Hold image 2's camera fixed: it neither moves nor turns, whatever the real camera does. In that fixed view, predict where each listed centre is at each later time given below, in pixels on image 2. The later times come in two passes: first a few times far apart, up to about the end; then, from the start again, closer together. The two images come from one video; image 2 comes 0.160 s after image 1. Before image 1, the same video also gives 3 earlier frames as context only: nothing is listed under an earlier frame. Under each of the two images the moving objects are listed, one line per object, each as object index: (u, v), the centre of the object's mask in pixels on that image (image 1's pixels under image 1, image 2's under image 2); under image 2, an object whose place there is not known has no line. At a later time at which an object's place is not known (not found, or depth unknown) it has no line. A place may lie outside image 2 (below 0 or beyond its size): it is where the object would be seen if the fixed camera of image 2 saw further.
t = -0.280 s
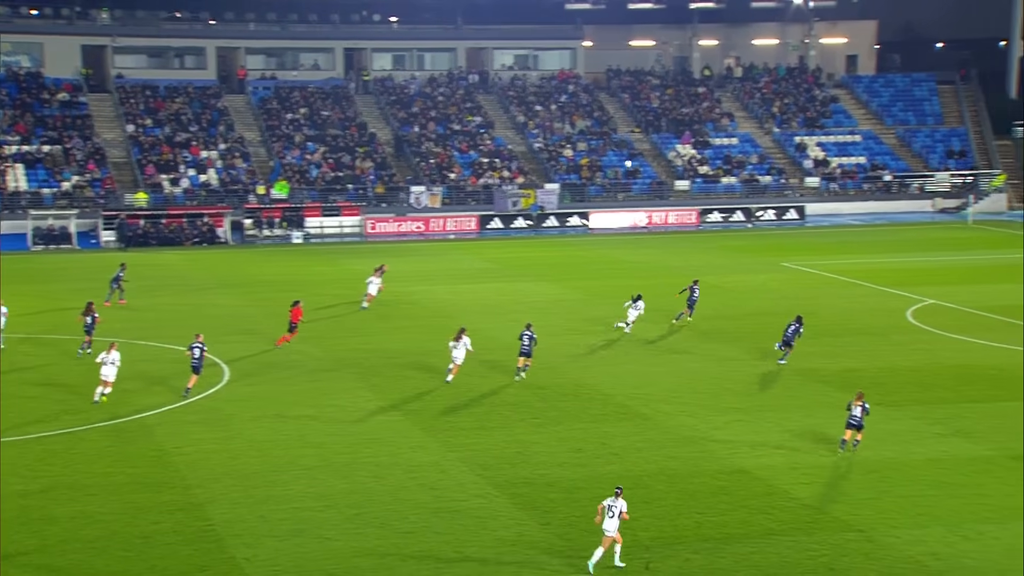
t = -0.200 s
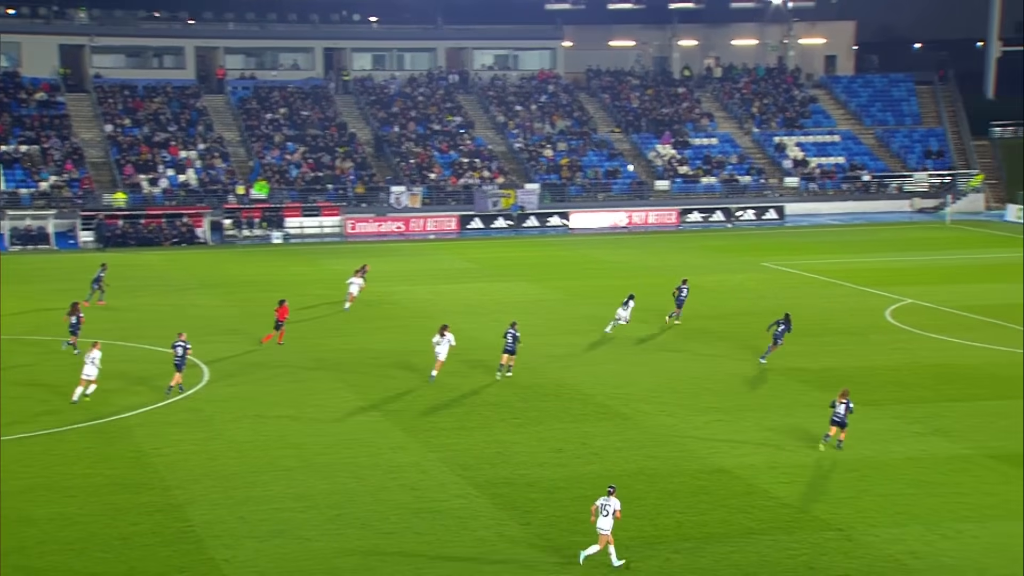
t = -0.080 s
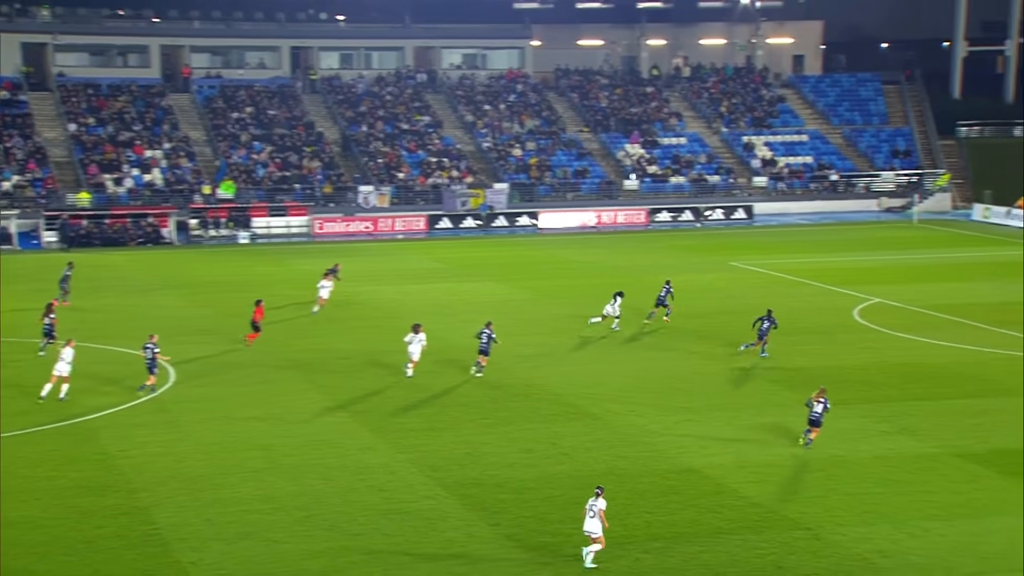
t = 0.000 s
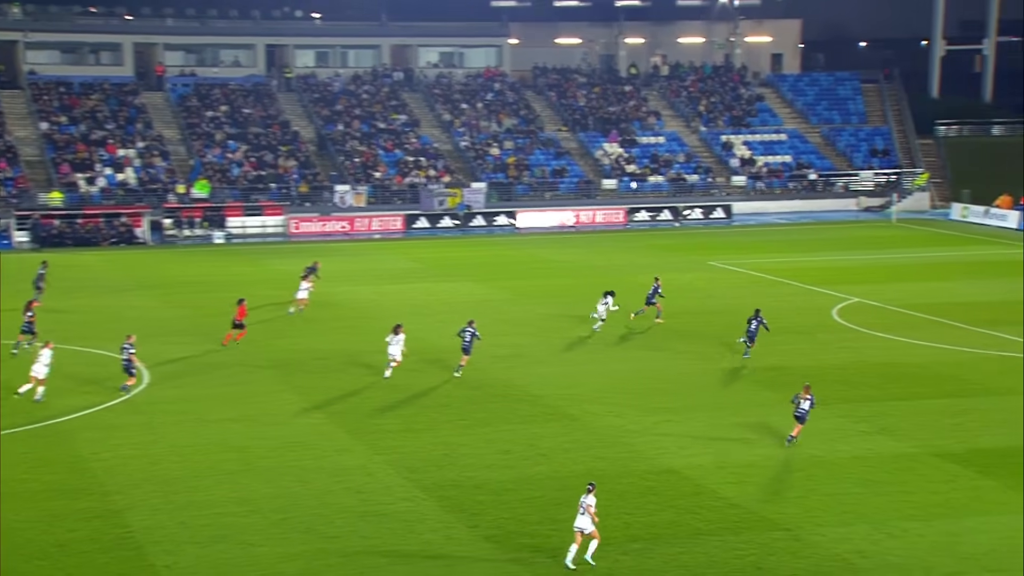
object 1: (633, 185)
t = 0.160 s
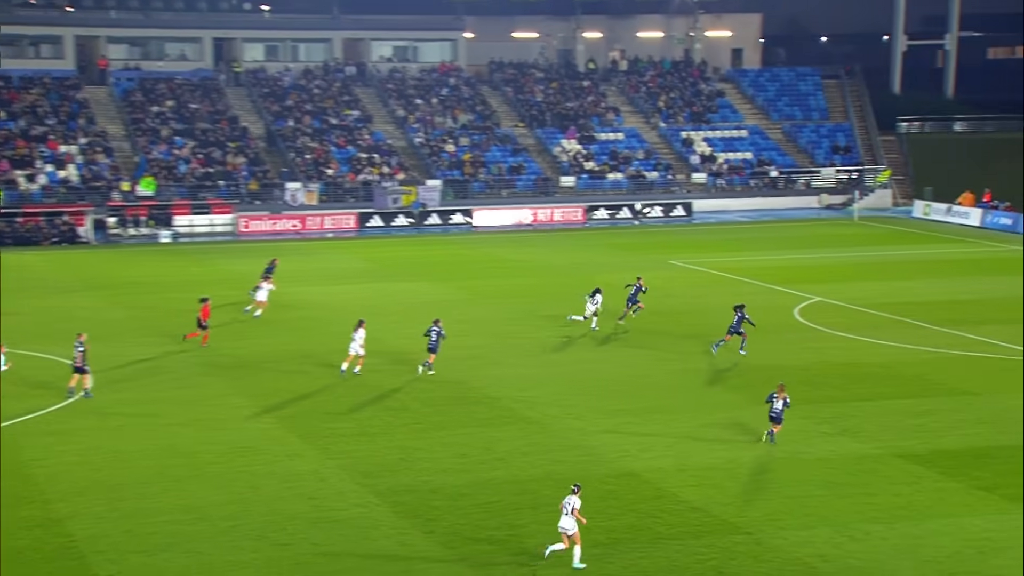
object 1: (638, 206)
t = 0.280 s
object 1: (670, 229)
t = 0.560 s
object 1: (750, 301)
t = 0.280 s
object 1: (670, 229)
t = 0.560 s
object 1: (750, 301)
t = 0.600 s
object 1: (761, 313)
